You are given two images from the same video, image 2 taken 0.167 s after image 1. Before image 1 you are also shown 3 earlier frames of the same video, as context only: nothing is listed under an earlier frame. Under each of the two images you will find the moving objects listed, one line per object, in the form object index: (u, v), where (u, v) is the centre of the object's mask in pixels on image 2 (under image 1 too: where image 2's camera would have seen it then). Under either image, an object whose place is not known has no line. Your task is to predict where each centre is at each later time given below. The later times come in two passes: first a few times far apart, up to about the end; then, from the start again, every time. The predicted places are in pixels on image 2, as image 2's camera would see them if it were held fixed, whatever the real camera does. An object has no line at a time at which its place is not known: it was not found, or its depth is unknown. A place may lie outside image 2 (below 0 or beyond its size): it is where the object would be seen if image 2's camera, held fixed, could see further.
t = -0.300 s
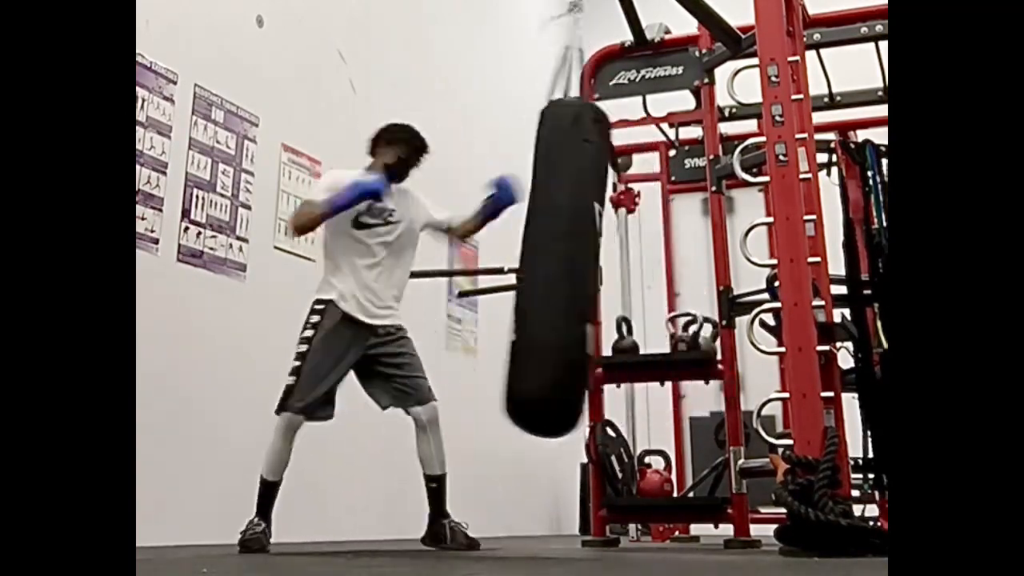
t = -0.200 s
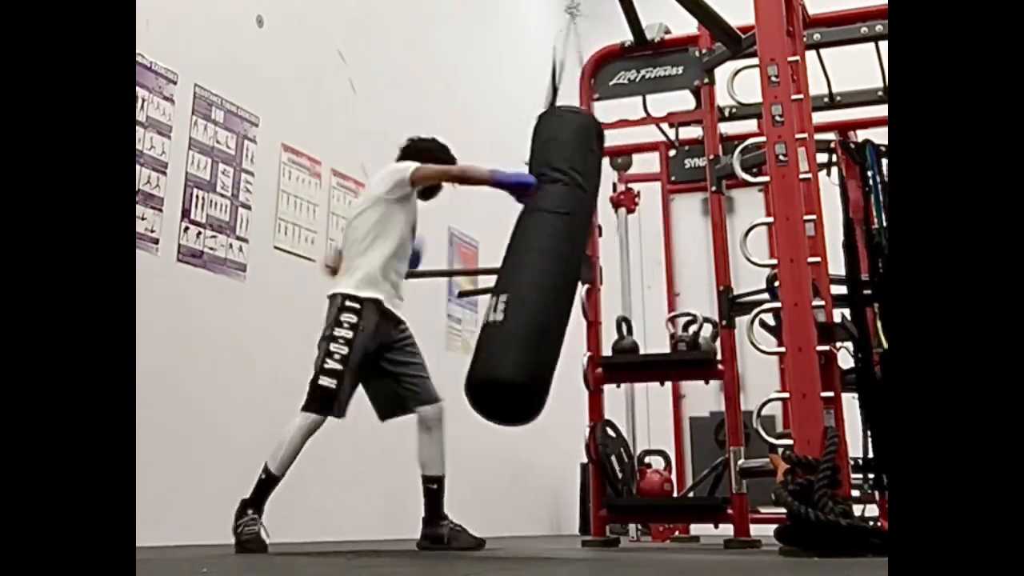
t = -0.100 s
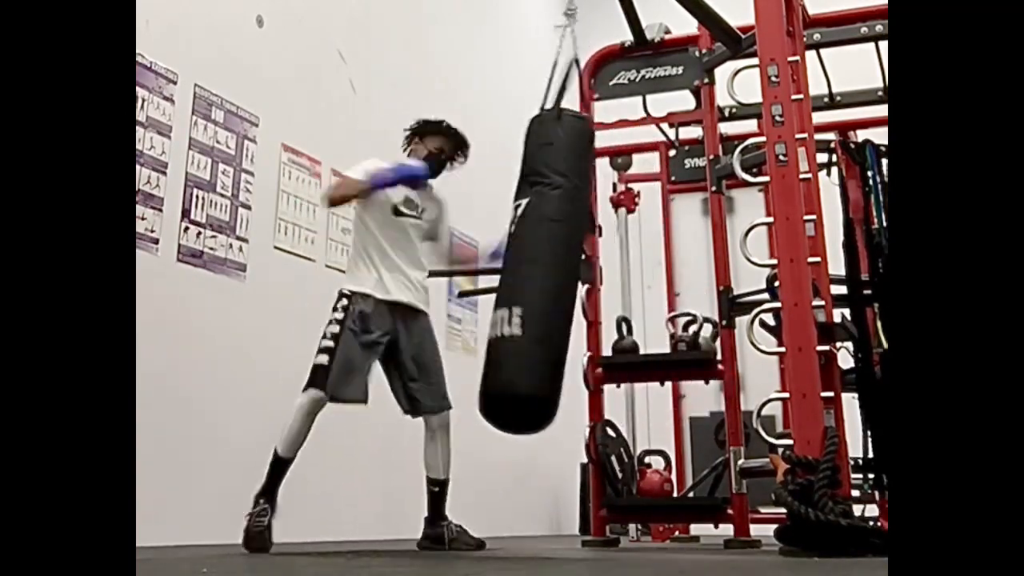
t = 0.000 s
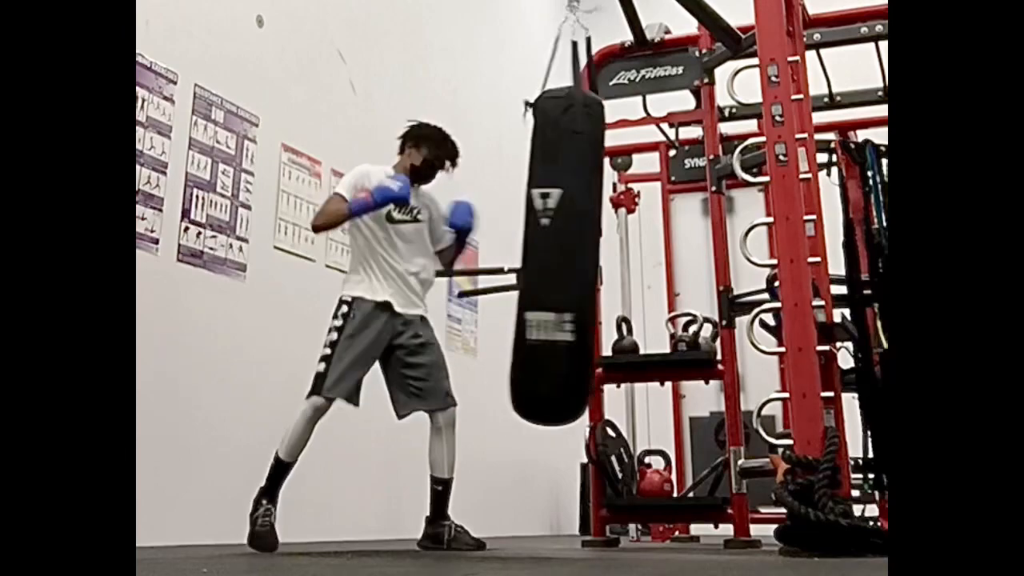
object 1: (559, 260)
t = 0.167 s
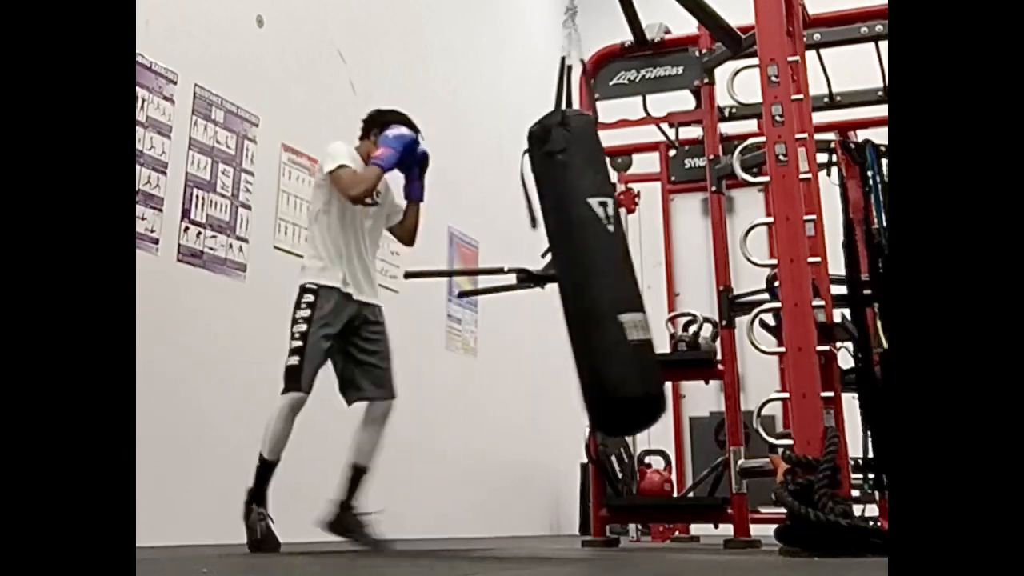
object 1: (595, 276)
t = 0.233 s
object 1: (614, 276)
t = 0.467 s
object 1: (629, 276)
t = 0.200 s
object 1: (604, 277)
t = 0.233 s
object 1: (614, 276)
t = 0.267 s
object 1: (622, 277)
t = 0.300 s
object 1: (627, 273)
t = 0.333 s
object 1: (629, 274)
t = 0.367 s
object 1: (631, 275)
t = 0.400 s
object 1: (631, 274)
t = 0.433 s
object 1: (631, 274)
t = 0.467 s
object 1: (629, 276)
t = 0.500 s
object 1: (625, 278)
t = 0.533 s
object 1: (620, 278)
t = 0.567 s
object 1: (614, 278)
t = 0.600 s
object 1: (608, 277)
